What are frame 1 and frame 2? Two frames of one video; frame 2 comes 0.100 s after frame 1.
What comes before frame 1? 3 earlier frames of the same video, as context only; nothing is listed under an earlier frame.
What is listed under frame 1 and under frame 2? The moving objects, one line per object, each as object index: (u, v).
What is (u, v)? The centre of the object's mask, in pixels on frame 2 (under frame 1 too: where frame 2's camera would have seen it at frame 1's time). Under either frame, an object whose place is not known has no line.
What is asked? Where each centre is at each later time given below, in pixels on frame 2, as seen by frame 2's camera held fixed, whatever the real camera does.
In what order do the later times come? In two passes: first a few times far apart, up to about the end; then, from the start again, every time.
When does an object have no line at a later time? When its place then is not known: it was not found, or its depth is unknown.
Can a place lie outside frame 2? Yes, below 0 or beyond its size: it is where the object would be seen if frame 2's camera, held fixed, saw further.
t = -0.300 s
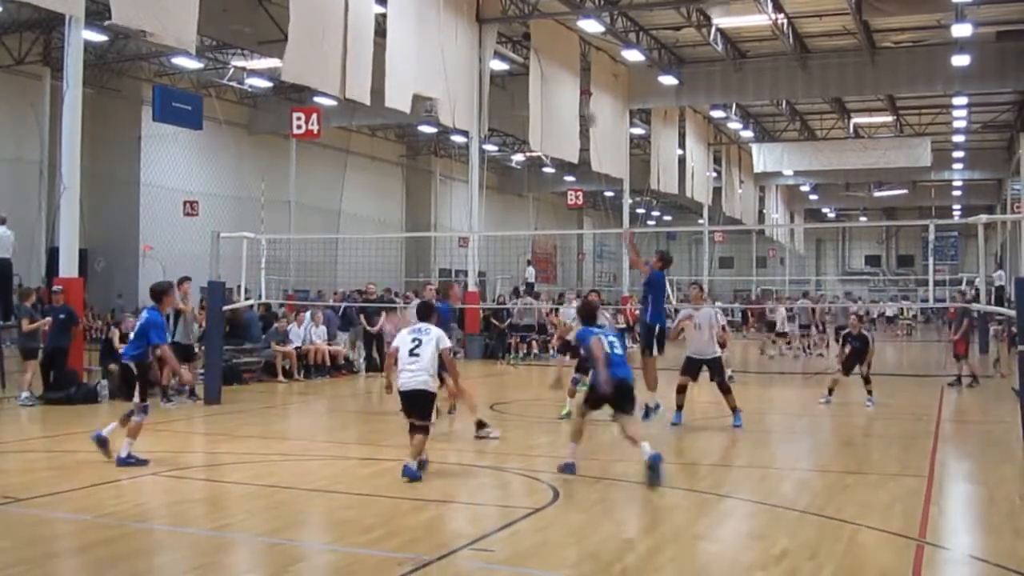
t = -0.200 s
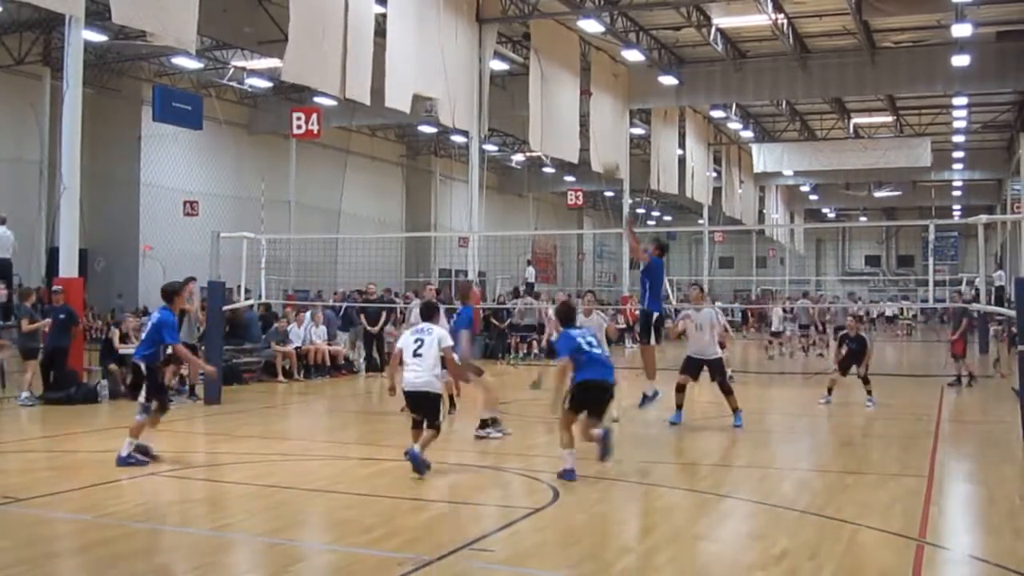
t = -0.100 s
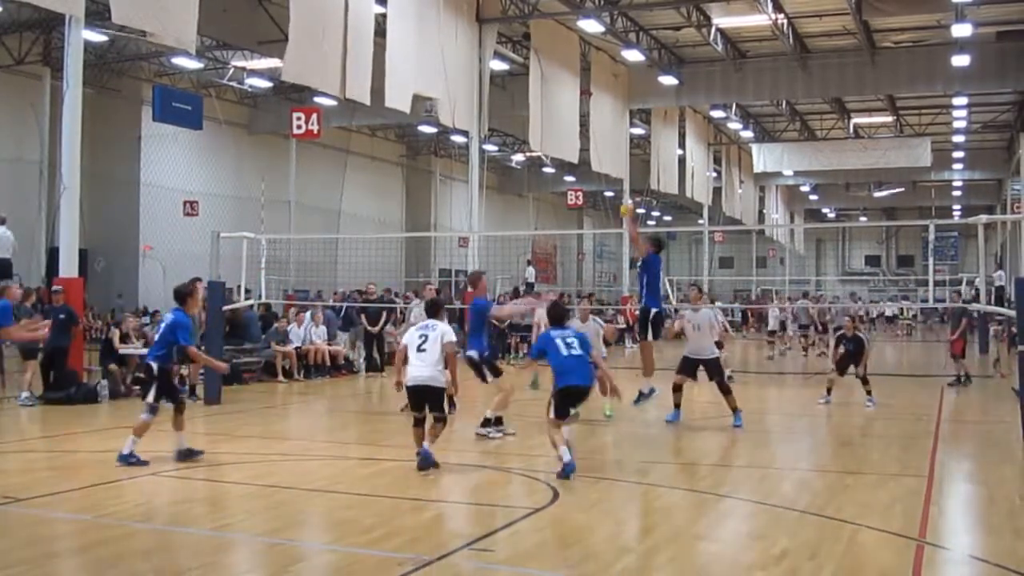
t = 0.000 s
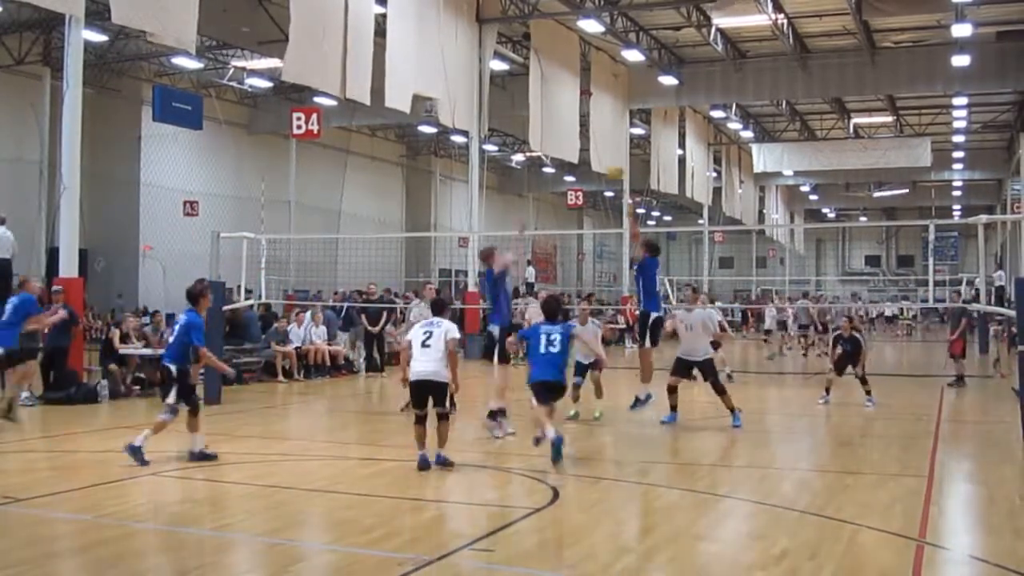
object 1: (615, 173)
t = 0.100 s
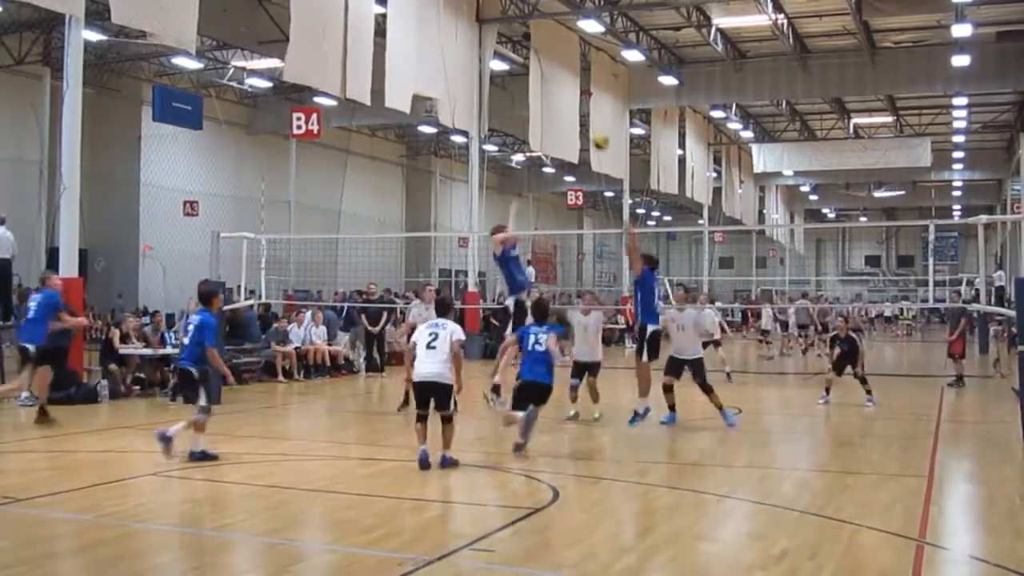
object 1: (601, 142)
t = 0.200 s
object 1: (586, 119)
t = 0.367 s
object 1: (561, 101)
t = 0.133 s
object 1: (597, 134)
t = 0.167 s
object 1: (591, 126)
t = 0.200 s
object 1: (586, 119)
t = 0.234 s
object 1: (580, 113)
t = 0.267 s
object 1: (576, 110)
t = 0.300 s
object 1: (571, 106)
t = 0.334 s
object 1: (566, 103)
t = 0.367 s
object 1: (561, 101)
